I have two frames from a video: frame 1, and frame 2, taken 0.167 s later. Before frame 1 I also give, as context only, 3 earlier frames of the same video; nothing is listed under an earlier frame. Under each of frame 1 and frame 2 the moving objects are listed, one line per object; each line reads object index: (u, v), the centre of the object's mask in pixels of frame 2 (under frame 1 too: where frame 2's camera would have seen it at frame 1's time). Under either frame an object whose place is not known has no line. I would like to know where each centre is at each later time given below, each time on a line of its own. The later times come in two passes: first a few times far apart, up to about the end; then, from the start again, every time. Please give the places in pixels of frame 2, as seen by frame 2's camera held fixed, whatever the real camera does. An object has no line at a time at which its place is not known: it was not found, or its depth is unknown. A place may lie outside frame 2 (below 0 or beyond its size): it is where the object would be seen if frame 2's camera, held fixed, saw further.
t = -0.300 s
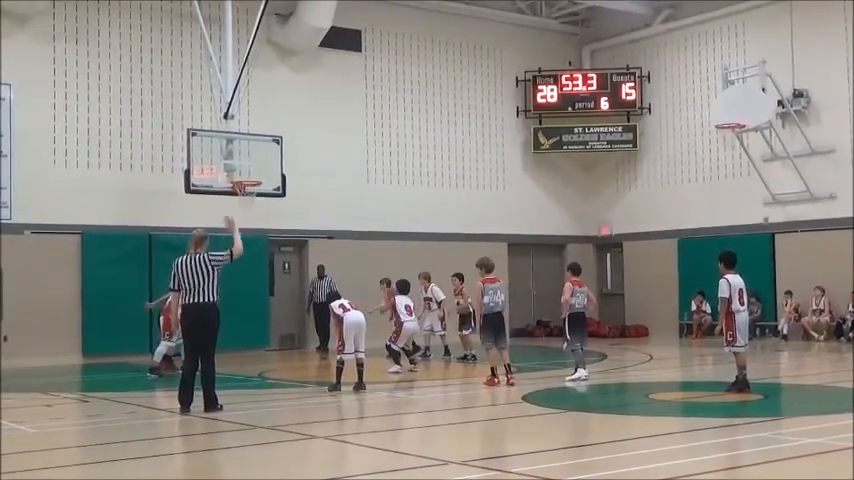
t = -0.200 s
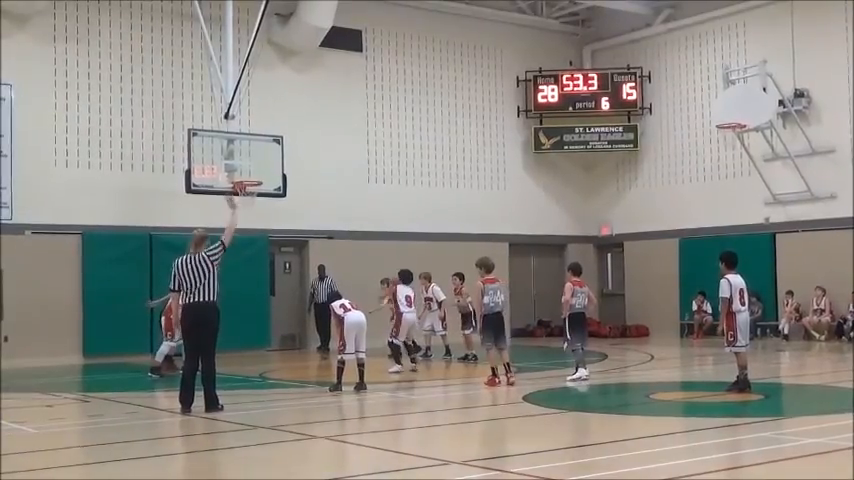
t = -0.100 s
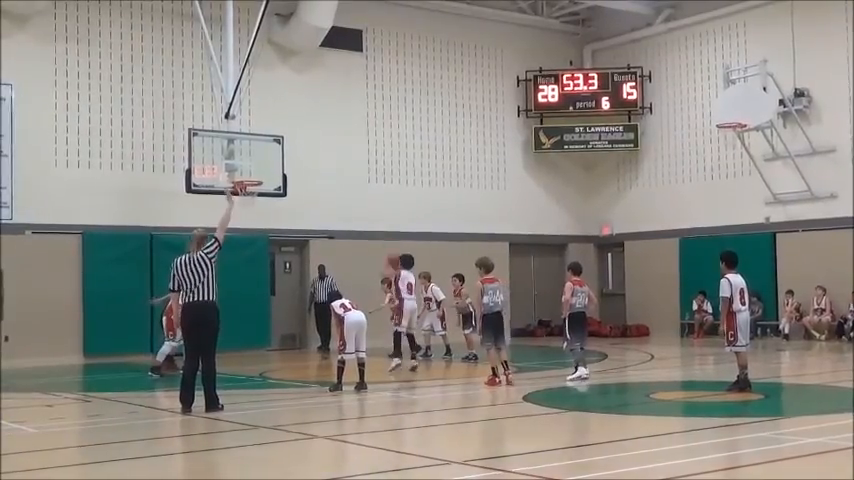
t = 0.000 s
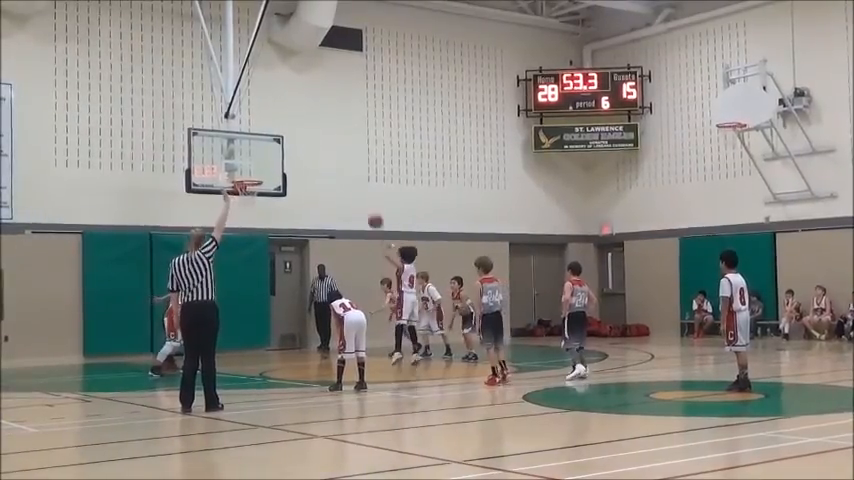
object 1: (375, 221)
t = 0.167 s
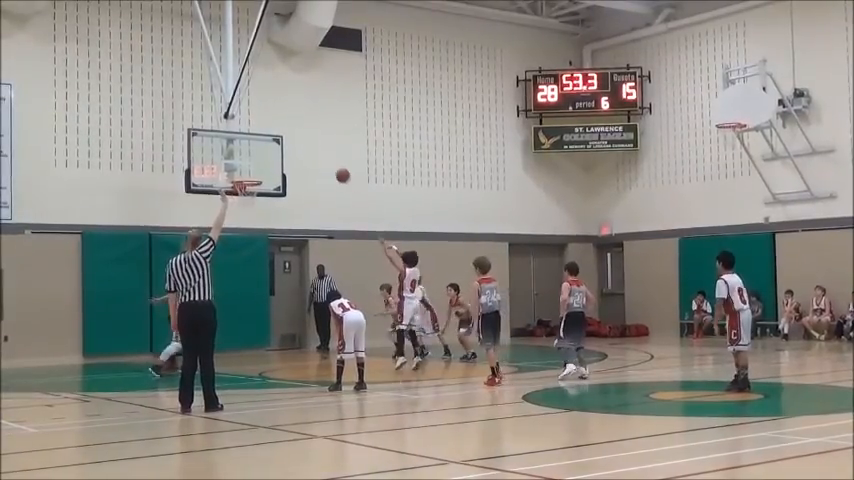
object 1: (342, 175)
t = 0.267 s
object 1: (324, 158)
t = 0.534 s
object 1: (280, 144)
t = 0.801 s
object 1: (242, 171)
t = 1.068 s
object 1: (269, 155)
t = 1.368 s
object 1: (310, 168)
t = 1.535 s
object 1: (331, 196)
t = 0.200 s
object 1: (336, 168)
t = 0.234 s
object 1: (330, 163)
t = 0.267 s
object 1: (324, 158)
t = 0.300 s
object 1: (318, 154)
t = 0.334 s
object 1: (313, 150)
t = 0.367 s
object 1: (307, 148)
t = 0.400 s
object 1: (302, 145)
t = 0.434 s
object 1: (296, 144)
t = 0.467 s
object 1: (291, 143)
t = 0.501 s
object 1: (286, 143)
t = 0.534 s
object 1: (280, 144)
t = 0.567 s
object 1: (276, 145)
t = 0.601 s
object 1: (270, 147)
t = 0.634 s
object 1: (265, 150)
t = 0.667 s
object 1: (260, 153)
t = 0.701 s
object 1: (256, 157)
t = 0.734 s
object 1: (251, 161)
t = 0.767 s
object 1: (246, 167)
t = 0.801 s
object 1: (242, 171)
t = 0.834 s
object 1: (238, 177)
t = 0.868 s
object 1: (242, 173)
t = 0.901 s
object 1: (246, 169)
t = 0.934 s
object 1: (251, 165)
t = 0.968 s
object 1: (255, 161)
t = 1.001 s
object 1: (260, 158)
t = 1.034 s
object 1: (265, 156)
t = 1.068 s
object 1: (269, 155)
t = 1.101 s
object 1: (274, 153)
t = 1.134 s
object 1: (278, 153)
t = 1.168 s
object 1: (283, 154)
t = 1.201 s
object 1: (287, 154)
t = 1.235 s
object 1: (292, 156)
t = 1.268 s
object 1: (296, 158)
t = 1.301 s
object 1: (301, 161)
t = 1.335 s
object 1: (305, 164)
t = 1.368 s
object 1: (310, 168)
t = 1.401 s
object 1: (314, 173)
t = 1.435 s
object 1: (318, 178)
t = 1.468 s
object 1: (323, 183)
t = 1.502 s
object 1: (327, 190)
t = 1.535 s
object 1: (331, 196)
